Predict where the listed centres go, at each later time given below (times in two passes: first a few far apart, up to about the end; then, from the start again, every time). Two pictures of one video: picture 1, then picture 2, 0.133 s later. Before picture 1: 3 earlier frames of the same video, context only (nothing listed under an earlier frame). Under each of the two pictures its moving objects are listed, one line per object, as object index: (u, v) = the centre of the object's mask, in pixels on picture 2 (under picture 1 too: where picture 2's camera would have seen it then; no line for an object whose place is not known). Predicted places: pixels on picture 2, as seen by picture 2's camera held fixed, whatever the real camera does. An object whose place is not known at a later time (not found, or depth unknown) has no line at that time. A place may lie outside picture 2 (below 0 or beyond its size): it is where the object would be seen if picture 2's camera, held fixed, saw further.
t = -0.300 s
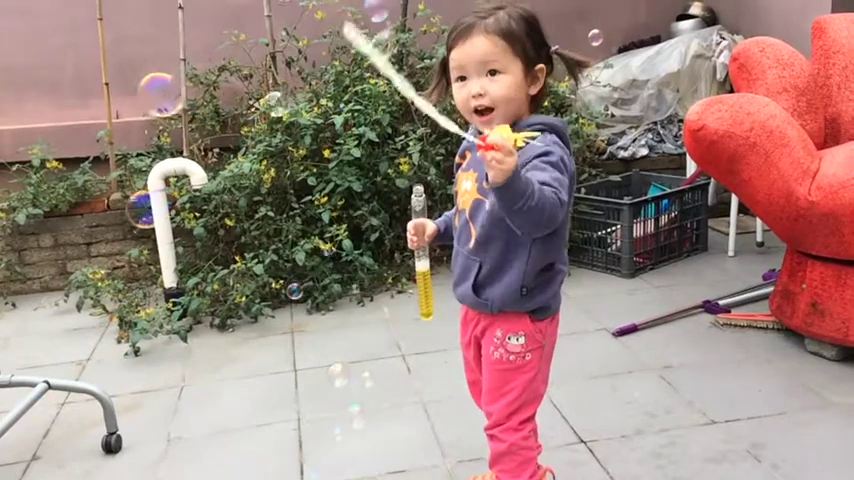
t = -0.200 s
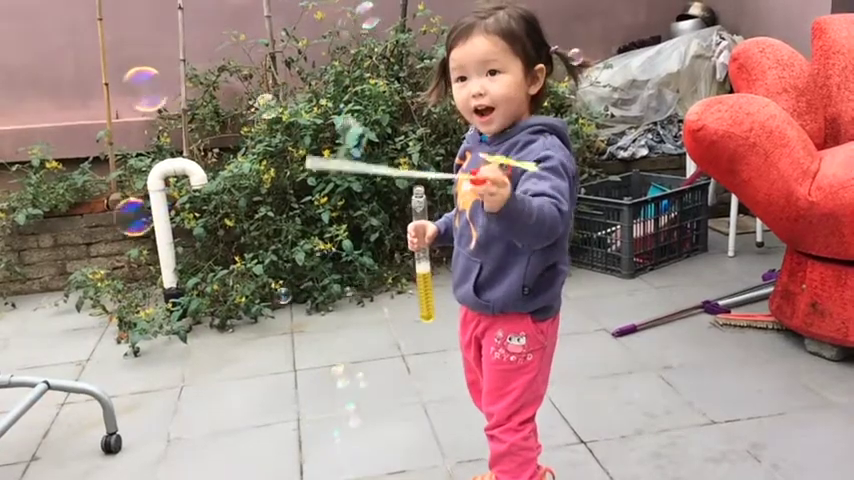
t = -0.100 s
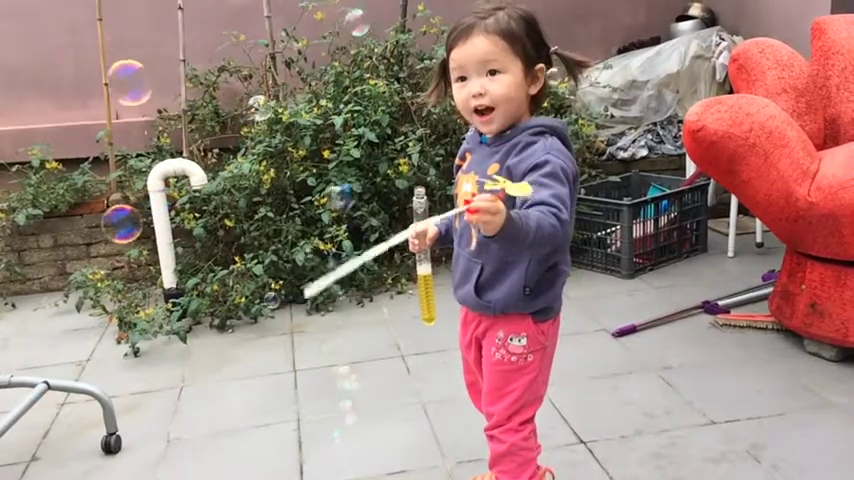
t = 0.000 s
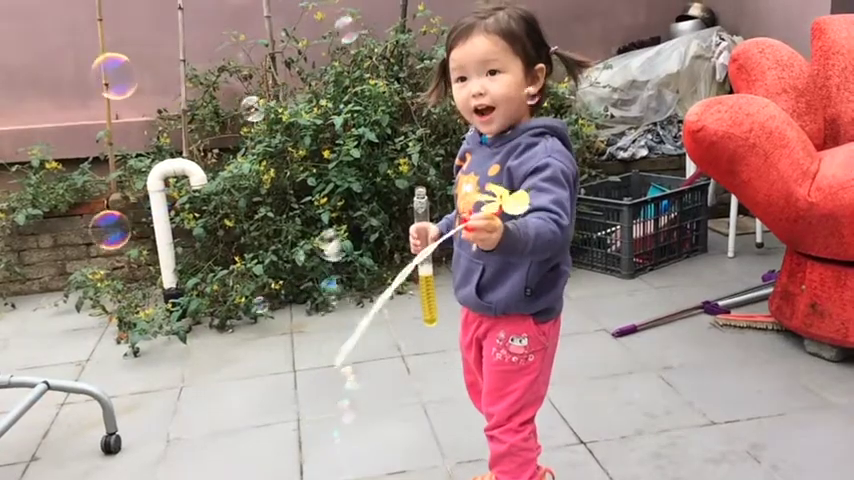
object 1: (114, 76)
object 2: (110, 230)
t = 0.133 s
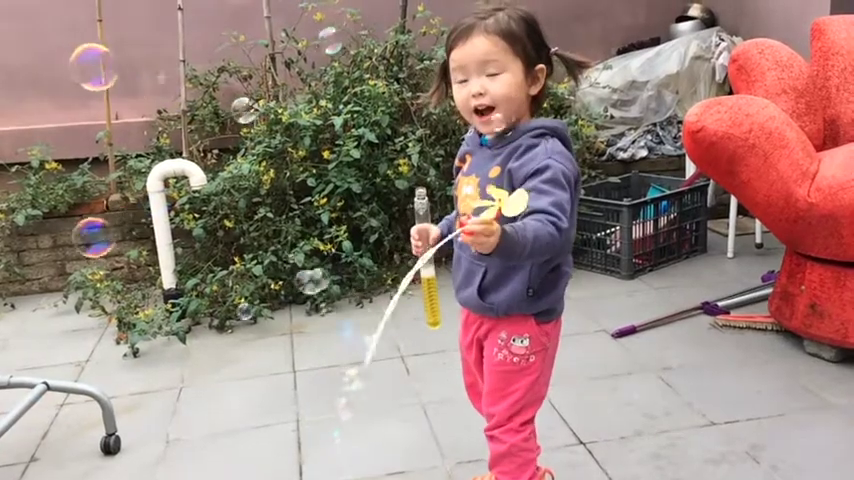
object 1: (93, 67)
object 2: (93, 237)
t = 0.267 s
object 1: (73, 57)
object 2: (77, 244)
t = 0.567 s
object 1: (31, 37)
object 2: (39, 255)
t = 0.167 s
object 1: (88, 65)
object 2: (89, 239)
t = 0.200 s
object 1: (82, 62)
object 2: (84, 241)
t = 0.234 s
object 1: (78, 60)
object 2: (81, 243)
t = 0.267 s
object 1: (73, 57)
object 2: (77, 244)
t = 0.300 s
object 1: (69, 55)
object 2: (72, 246)
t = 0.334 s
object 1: (64, 53)
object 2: (69, 247)
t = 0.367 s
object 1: (60, 50)
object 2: (65, 248)
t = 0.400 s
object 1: (55, 48)
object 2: (61, 249)
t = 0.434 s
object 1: (50, 46)
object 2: (57, 251)
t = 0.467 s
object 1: (45, 44)
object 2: (53, 252)
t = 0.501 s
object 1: (40, 42)
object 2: (48, 253)
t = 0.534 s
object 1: (35, 39)
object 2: (43, 255)
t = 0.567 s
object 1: (31, 37)
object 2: (39, 255)
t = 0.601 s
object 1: (26, 35)
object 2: (34, 256)
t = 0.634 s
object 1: (23, 33)
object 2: (30, 257)
